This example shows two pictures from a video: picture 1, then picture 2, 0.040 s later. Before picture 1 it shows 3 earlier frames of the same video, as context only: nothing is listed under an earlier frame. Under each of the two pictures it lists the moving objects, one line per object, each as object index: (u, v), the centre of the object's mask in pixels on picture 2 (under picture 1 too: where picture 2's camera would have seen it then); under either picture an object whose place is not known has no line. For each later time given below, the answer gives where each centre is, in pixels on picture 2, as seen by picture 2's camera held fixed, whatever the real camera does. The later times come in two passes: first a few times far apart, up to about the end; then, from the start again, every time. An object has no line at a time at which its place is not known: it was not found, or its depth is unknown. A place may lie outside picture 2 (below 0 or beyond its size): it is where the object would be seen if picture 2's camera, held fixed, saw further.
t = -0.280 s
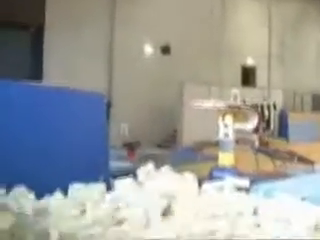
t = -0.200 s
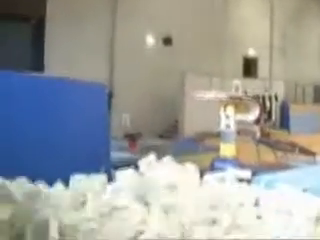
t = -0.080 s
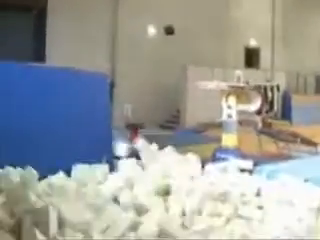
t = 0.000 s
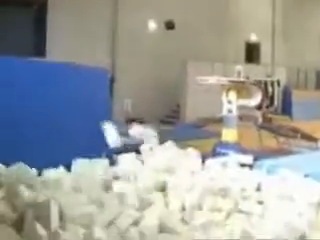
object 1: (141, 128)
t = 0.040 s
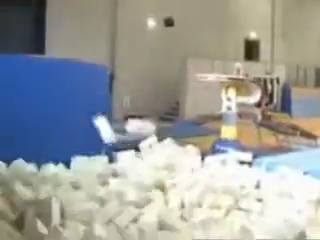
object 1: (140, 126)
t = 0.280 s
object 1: (128, 125)
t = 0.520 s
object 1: (115, 153)
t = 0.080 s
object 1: (138, 124)
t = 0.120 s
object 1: (136, 123)
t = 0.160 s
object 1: (134, 123)
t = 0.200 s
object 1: (132, 123)
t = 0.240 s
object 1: (131, 123)
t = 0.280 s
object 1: (128, 125)
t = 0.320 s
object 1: (126, 130)
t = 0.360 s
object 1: (124, 134)
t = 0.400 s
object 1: (122, 138)
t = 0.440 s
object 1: (120, 143)
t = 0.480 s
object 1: (118, 147)
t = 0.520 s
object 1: (115, 153)
